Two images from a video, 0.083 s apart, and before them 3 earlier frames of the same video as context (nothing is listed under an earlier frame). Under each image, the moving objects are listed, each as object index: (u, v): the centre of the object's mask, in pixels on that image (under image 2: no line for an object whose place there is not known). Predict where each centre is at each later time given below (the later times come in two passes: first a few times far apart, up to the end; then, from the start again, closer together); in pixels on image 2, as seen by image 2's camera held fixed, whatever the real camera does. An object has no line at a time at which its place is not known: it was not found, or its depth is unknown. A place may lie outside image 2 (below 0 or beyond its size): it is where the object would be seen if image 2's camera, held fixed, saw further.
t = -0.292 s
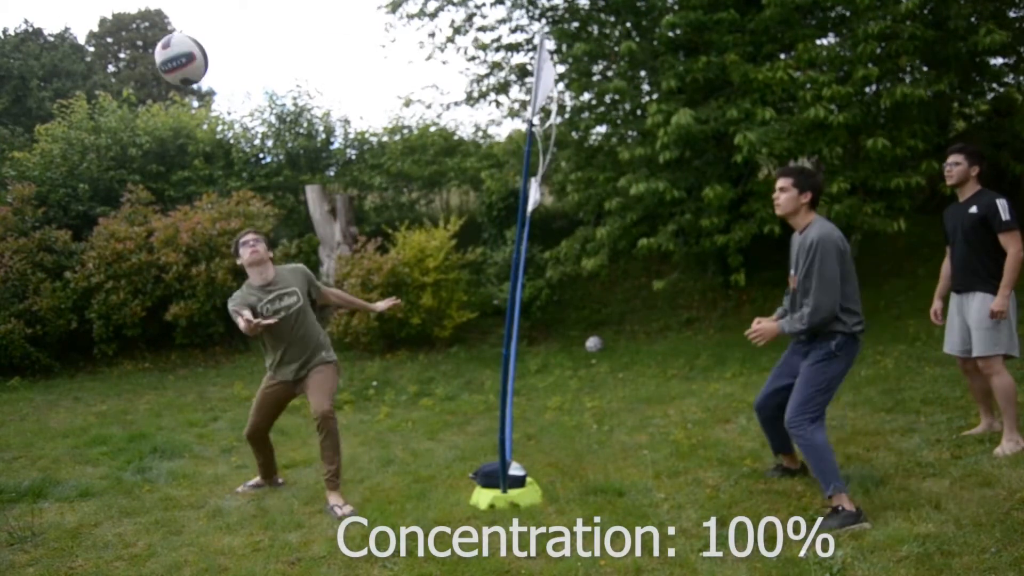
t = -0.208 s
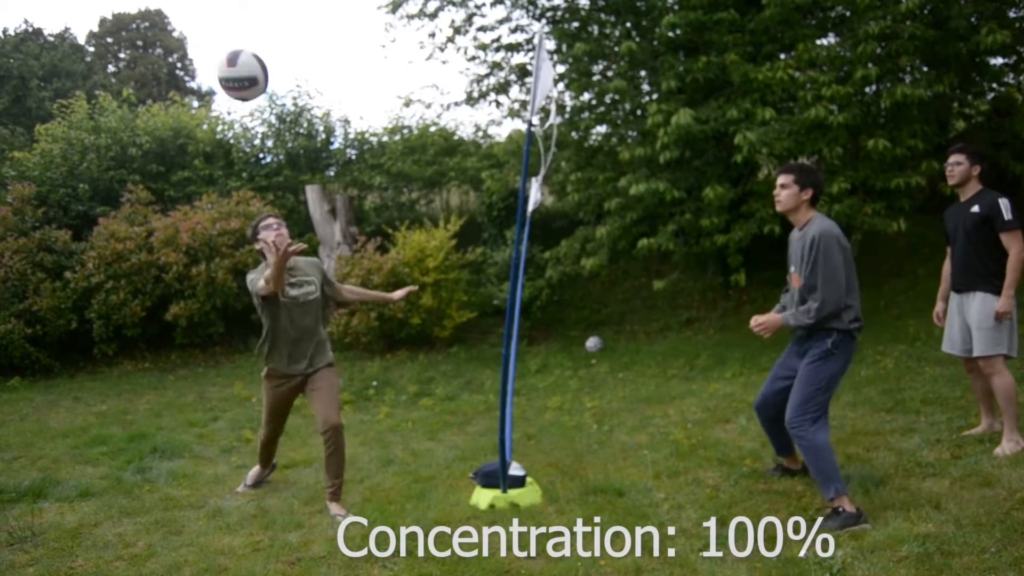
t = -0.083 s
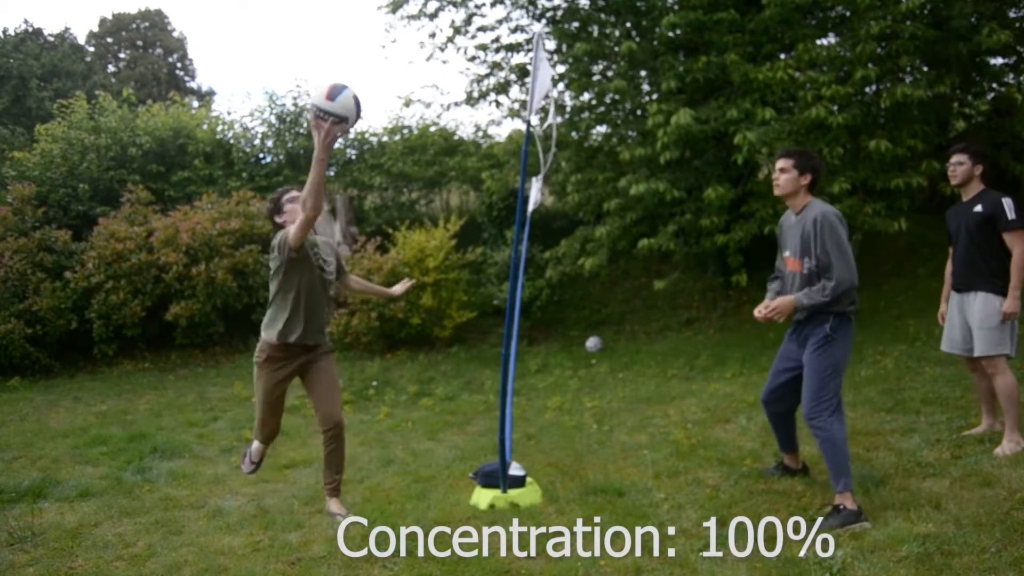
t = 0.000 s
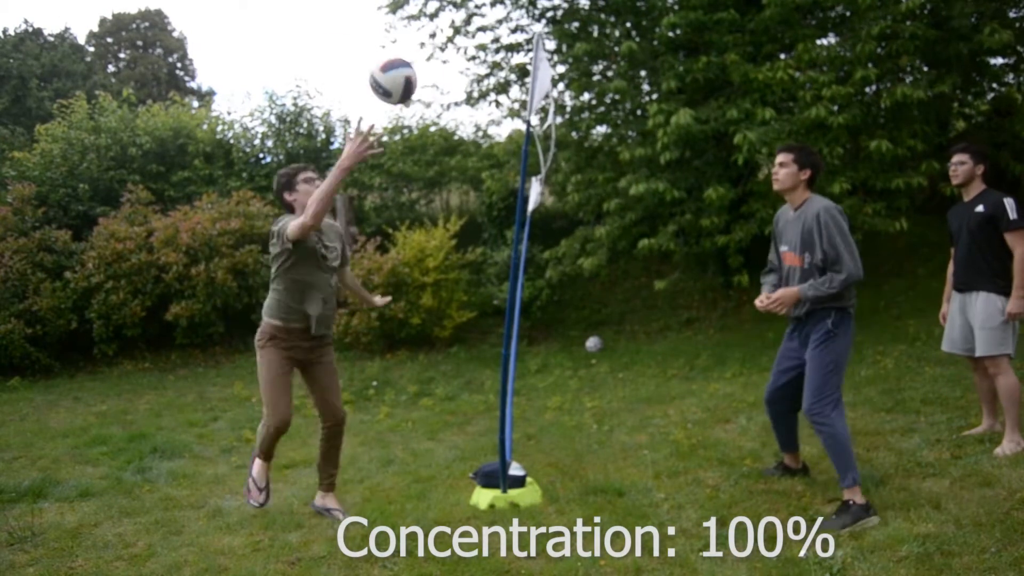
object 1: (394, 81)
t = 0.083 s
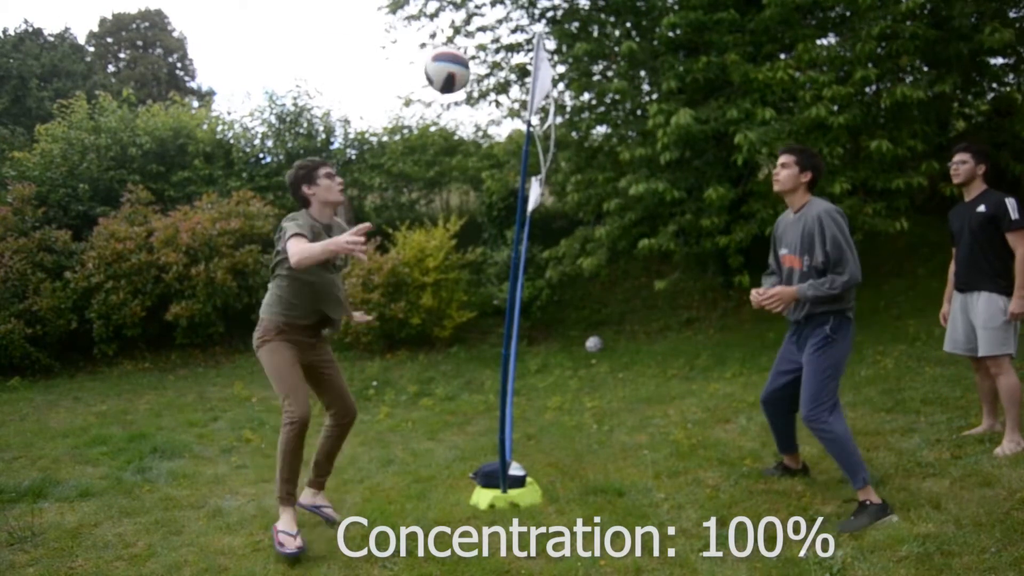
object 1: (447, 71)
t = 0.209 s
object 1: (516, 81)
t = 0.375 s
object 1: (611, 144)
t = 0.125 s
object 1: (473, 71)
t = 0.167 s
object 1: (497, 76)
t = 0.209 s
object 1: (516, 81)
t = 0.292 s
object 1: (570, 107)
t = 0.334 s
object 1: (590, 124)
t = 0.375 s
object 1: (611, 144)
